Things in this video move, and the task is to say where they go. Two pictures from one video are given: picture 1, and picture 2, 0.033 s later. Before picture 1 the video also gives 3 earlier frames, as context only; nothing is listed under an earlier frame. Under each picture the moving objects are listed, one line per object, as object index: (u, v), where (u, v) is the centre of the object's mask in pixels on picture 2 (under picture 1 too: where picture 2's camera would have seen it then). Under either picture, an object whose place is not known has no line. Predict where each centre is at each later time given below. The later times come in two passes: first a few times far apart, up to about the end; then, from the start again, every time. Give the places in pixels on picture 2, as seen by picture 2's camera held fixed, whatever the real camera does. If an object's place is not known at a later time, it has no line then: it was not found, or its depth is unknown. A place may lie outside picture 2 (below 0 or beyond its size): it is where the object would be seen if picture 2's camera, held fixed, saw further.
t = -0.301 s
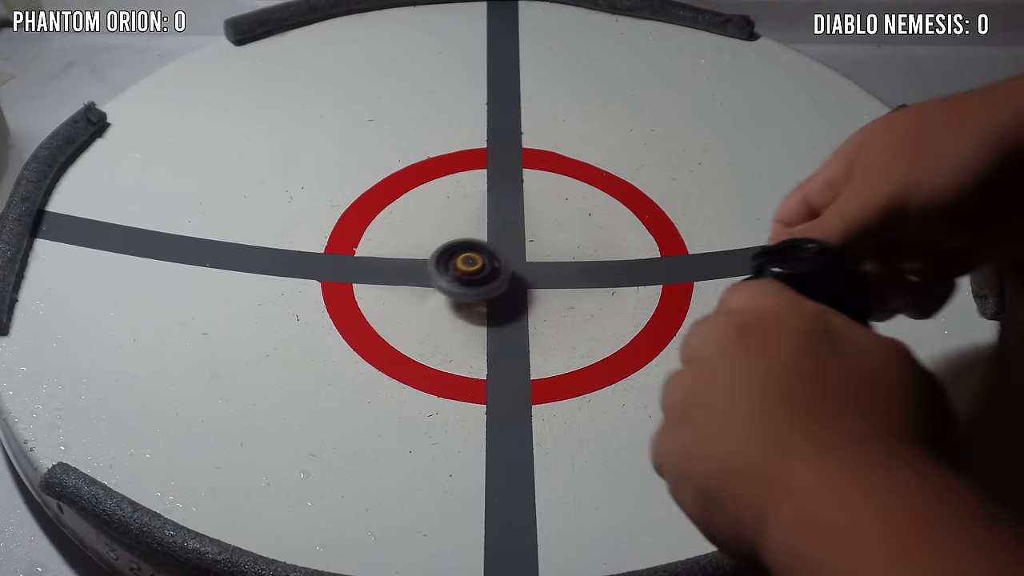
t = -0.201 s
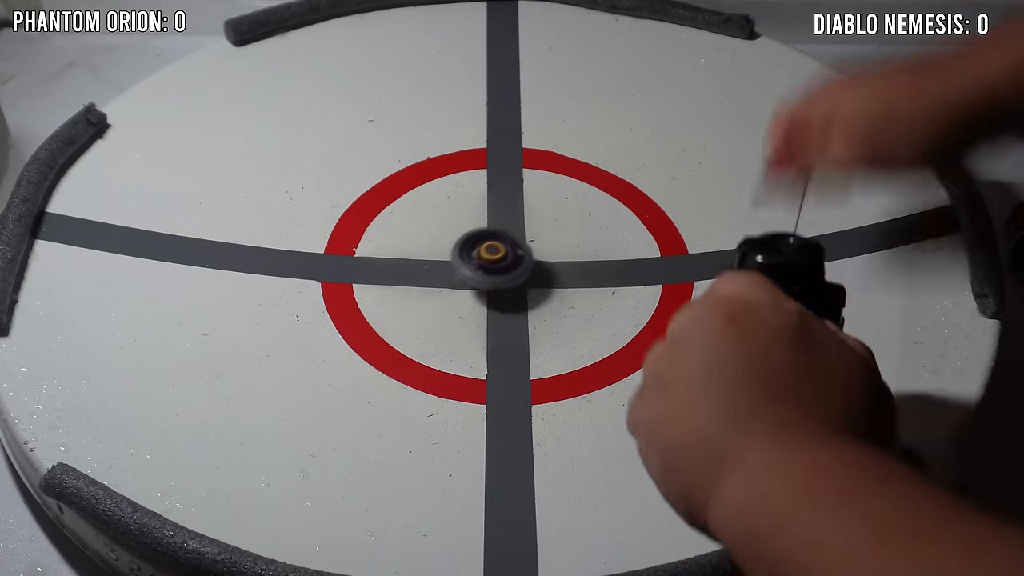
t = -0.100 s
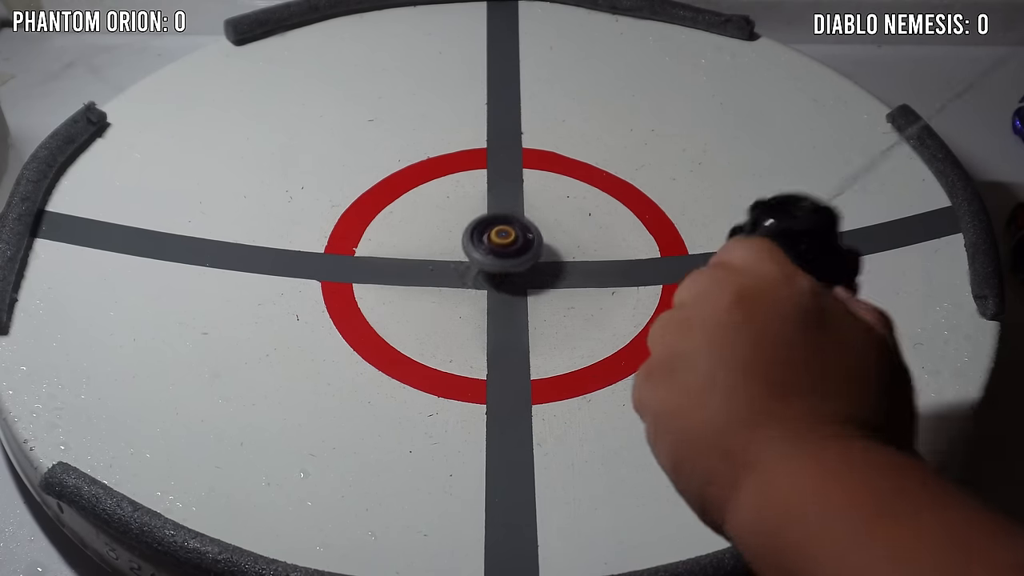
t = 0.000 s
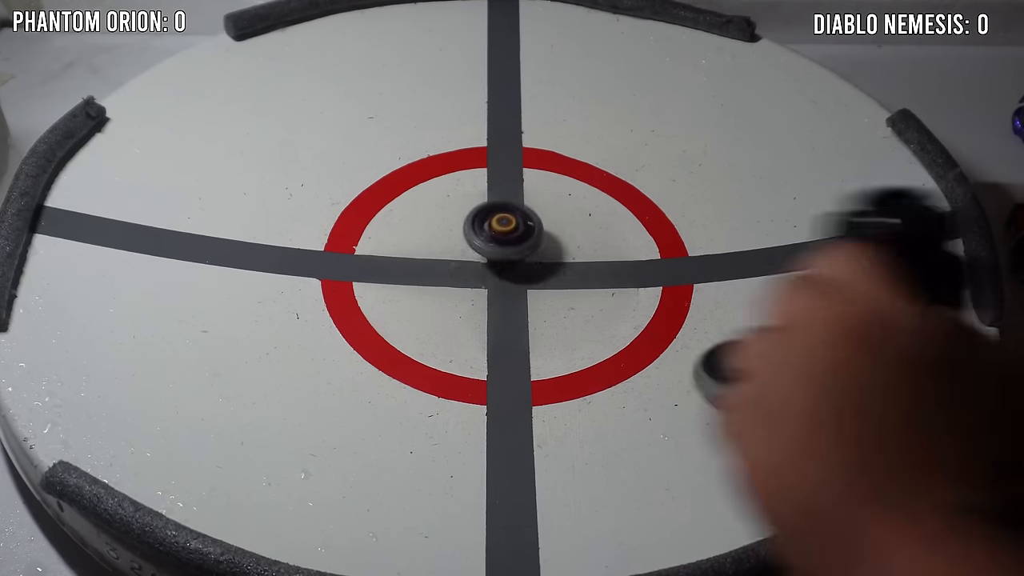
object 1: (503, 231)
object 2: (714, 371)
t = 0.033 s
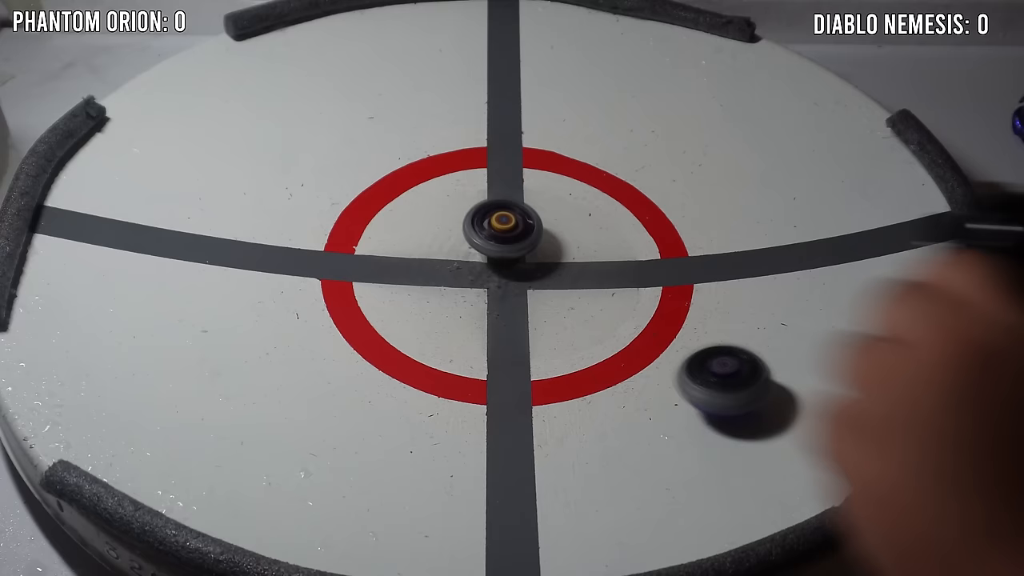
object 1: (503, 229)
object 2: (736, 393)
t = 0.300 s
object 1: (502, 203)
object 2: (503, 268)
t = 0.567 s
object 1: (506, 168)
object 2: (256, 249)
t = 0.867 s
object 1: (474, 167)
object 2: (52, 356)
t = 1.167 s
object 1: (473, 204)
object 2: (223, 461)
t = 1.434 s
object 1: (496, 226)
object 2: (549, 308)
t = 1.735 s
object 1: (383, 115)
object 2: (736, 194)
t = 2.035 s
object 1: (343, 177)
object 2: (599, 89)
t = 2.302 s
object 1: (354, 234)
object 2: (358, 72)
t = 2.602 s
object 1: (432, 274)
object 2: (227, 278)
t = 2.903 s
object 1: (528, 286)
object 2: (585, 429)
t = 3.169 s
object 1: (597, 269)
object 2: (845, 280)
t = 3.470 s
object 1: (615, 238)
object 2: (712, 83)
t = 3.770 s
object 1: (574, 224)
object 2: (391, 118)
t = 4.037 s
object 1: (538, 227)
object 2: (238, 317)
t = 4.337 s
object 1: (496, 239)
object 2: (491, 512)
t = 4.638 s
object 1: (476, 265)
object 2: (808, 357)
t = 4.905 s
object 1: (483, 284)
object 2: (696, 161)
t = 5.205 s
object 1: (487, 289)
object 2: (399, 106)
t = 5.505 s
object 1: (495, 279)
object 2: (119, 238)
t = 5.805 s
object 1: (496, 263)
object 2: (307, 463)
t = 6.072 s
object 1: (496, 254)
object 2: (669, 390)
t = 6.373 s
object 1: (491, 243)
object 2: (727, 164)
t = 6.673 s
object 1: (490, 233)
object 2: (504, 43)
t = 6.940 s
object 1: (493, 220)
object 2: (246, 139)
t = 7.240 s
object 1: (491, 220)
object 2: (292, 377)
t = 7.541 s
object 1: (491, 223)
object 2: (681, 431)
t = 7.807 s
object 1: (494, 224)
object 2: (848, 264)
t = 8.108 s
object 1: (503, 230)
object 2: (678, 110)
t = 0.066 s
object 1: (502, 227)
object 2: (717, 375)
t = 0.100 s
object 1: (502, 225)
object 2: (688, 361)
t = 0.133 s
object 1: (500, 222)
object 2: (663, 344)
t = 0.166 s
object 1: (499, 217)
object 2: (634, 328)
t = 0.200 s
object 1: (500, 213)
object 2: (603, 314)
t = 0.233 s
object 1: (501, 210)
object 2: (568, 296)
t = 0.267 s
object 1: (501, 209)
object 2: (532, 278)
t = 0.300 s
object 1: (502, 203)
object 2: (503, 268)
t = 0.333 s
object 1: (504, 197)
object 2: (469, 258)
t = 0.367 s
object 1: (505, 190)
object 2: (437, 251)
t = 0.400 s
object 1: (507, 185)
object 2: (408, 249)
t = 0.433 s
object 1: (508, 180)
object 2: (375, 243)
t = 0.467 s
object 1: (508, 177)
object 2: (348, 245)
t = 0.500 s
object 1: (508, 174)
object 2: (321, 248)
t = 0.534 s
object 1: (508, 171)
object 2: (287, 246)
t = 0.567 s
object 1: (506, 168)
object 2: (256, 249)
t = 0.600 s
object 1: (504, 164)
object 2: (229, 255)
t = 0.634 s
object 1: (501, 161)
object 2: (197, 261)
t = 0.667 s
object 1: (497, 159)
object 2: (167, 268)
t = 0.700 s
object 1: (494, 158)
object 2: (139, 277)
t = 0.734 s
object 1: (489, 158)
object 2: (114, 286)
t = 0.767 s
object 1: (484, 159)
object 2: (92, 296)
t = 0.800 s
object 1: (480, 161)
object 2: (79, 325)
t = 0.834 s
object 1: (476, 164)
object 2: (63, 340)
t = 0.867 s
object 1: (474, 167)
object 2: (52, 356)
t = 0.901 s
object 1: (473, 170)
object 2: (48, 374)
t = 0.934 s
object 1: (472, 173)
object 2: (48, 390)
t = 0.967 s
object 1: (472, 177)
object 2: (51, 404)
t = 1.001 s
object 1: (473, 181)
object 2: (58, 416)
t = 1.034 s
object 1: (473, 185)
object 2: (73, 427)
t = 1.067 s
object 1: (473, 191)
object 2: (99, 439)
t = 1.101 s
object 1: (473, 196)
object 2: (134, 450)
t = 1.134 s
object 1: (474, 201)
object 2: (175, 460)
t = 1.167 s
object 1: (473, 204)
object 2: (223, 461)
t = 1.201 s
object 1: (474, 207)
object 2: (274, 457)
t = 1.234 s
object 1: (476, 211)
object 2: (324, 446)
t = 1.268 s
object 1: (478, 215)
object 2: (374, 431)
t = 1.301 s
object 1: (481, 218)
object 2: (420, 411)
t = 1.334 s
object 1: (484, 220)
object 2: (464, 387)
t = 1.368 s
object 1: (487, 221)
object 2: (499, 362)
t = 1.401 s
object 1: (491, 224)
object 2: (527, 335)
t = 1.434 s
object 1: (496, 226)
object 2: (549, 308)
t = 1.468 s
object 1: (500, 228)
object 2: (568, 282)
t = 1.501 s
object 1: (481, 209)
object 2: (609, 276)
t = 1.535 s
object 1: (458, 184)
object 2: (646, 268)
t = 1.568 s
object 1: (439, 161)
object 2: (675, 257)
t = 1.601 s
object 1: (425, 146)
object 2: (700, 245)
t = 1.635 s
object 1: (412, 132)
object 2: (717, 233)
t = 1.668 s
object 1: (402, 123)
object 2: (730, 220)
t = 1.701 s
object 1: (392, 117)
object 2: (736, 207)
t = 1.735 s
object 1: (383, 115)
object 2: (736, 194)
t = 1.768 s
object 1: (375, 116)
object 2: (732, 181)
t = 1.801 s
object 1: (368, 120)
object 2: (726, 169)
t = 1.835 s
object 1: (362, 127)
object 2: (715, 156)
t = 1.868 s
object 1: (356, 134)
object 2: (702, 142)
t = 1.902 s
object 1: (352, 143)
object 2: (686, 131)
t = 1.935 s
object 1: (348, 152)
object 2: (668, 119)
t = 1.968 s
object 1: (346, 161)
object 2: (647, 108)
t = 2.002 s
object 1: (343, 169)
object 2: (624, 98)
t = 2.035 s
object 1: (343, 177)
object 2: (599, 89)
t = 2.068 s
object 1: (342, 185)
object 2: (574, 81)
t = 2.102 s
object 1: (342, 193)
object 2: (548, 73)
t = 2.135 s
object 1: (342, 200)
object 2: (520, 67)
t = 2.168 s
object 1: (342, 206)
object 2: (491, 63)
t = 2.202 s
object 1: (343, 213)
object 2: (460, 61)
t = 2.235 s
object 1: (346, 221)
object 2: (425, 61)
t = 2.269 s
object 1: (349, 227)
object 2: (391, 65)
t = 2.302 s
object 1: (354, 234)
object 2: (358, 72)
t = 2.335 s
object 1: (357, 240)
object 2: (326, 83)
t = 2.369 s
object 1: (362, 246)
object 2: (298, 97)
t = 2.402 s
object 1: (369, 252)
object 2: (273, 115)
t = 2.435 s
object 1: (378, 256)
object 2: (252, 136)
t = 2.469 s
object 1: (387, 261)
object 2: (234, 161)
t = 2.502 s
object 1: (399, 264)
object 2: (222, 186)
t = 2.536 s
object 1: (409, 268)
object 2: (216, 217)
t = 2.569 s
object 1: (420, 271)
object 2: (217, 247)
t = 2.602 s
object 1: (432, 274)
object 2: (227, 278)
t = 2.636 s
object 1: (445, 275)
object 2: (244, 309)
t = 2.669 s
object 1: (458, 279)
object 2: (269, 337)
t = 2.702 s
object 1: (470, 282)
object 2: (299, 363)
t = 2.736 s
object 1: (480, 284)
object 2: (339, 385)
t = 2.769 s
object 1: (490, 285)
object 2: (384, 404)
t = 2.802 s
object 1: (499, 286)
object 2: (435, 419)
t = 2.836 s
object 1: (508, 286)
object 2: (487, 428)
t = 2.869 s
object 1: (517, 287)
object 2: (536, 433)
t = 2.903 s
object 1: (528, 286)
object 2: (585, 429)
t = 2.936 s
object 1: (539, 285)
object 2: (631, 421)
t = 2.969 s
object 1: (550, 282)
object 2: (675, 411)
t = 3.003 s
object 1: (559, 280)
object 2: (717, 394)
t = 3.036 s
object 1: (566, 278)
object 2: (754, 375)
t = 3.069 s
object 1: (575, 277)
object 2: (784, 354)
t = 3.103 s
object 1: (581, 274)
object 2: (811, 330)
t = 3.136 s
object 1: (589, 272)
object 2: (832, 306)
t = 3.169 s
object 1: (597, 269)
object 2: (845, 280)
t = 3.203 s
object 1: (604, 267)
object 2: (855, 253)
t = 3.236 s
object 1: (610, 262)
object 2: (856, 225)
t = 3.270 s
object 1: (616, 258)
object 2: (850, 198)
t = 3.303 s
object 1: (620, 255)
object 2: (839, 174)
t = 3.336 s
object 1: (621, 251)
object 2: (822, 151)
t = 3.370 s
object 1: (621, 248)
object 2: (801, 130)
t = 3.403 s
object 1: (620, 244)
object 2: (774, 111)
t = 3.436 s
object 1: (618, 240)
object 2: (744, 95)
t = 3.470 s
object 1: (615, 238)
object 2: (712, 83)
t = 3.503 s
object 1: (608, 233)
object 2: (678, 74)
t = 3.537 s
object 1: (602, 230)
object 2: (643, 68)
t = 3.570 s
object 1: (597, 226)
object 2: (607, 66)
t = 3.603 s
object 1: (593, 224)
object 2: (570, 67)
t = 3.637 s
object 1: (590, 222)
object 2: (530, 72)
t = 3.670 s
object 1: (587, 222)
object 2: (493, 80)
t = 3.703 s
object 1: (583, 223)
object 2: (458, 91)
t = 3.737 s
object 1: (579, 224)
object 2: (424, 103)
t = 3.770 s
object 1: (574, 224)
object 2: (391, 118)
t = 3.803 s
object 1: (569, 225)
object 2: (359, 136)
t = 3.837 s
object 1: (564, 226)
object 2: (328, 157)
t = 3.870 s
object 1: (559, 226)
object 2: (302, 178)
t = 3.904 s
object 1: (554, 226)
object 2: (278, 202)
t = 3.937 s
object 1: (551, 226)
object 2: (259, 231)
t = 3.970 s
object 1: (547, 226)
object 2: (246, 258)
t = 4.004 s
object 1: (542, 226)
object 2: (239, 287)
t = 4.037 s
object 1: (538, 227)
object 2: (238, 317)
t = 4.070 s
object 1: (533, 228)
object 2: (242, 346)
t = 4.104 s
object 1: (526, 230)
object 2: (252, 376)
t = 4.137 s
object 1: (520, 229)
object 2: (270, 405)
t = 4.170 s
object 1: (516, 229)
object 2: (292, 432)
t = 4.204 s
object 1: (513, 231)
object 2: (321, 456)
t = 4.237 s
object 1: (509, 232)
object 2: (357, 478)
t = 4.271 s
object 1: (504, 234)
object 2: (397, 494)
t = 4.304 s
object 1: (500, 237)
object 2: (444, 506)
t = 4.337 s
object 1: (496, 239)
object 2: (491, 512)
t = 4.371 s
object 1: (493, 242)
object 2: (541, 513)
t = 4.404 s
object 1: (490, 244)
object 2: (589, 506)
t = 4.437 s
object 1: (487, 248)
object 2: (636, 496)
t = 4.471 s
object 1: (484, 251)
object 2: (680, 480)
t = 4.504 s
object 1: (482, 254)
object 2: (719, 459)
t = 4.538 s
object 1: (479, 257)
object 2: (752, 437)
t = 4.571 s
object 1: (478, 259)
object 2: (778, 412)
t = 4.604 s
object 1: (477, 262)
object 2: (796, 385)
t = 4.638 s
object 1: (476, 265)
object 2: (808, 357)
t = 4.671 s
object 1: (476, 267)
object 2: (811, 327)
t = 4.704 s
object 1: (477, 268)
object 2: (809, 297)
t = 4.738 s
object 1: (477, 270)
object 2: (802, 269)
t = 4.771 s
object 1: (477, 273)
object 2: (789, 242)
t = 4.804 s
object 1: (479, 276)
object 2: (768, 217)
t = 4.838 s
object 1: (481, 278)
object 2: (746, 195)
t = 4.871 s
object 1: (483, 281)
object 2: (722, 176)
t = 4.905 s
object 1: (483, 284)
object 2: (696, 161)
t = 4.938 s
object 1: (482, 286)
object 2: (667, 146)
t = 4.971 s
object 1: (482, 288)
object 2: (637, 134)
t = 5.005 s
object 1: (482, 289)
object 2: (605, 123)
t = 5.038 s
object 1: (482, 289)
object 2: (571, 114)
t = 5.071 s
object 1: (482, 289)
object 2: (535, 108)
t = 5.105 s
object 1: (483, 289)
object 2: (500, 105)
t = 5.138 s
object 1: (484, 289)
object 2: (466, 103)
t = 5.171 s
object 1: (485, 288)
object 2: (433, 104)
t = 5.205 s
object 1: (487, 289)
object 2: (399, 106)
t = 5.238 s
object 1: (488, 288)
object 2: (364, 111)
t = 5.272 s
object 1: (490, 289)
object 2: (328, 118)
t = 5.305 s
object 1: (493, 288)
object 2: (291, 127)
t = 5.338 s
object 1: (494, 288)
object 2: (255, 138)
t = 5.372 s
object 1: (494, 287)
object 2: (218, 152)
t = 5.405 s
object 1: (495, 286)
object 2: (186, 170)
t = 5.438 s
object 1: (494, 284)
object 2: (159, 189)
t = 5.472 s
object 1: (494, 281)
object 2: (136, 213)
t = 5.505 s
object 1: (495, 279)
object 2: (119, 238)
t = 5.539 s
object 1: (494, 277)
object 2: (108, 266)
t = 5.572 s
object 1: (495, 274)
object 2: (104, 294)
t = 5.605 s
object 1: (496, 272)
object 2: (109, 323)
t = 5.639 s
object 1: (496, 271)
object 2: (122, 351)
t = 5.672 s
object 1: (496, 269)
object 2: (145, 379)
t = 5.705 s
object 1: (496, 268)
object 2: (176, 406)
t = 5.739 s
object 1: (496, 266)
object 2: (212, 429)
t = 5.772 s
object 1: (496, 265)
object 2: (258, 449)
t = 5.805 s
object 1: (496, 263)
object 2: (307, 463)
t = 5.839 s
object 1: (495, 262)
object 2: (360, 471)
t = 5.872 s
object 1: (495, 262)
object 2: (412, 473)
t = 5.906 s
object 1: (494, 261)
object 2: (467, 471)
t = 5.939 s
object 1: (494, 259)
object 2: (514, 461)
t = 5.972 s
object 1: (496, 257)
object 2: (557, 448)
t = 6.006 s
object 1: (497, 256)
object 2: (599, 431)
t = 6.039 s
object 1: (497, 255)
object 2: (636, 412)
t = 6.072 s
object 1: (496, 254)
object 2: (669, 390)
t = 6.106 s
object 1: (495, 252)
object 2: (696, 366)
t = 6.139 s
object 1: (495, 251)
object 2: (717, 341)
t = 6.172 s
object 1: (494, 250)
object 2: (732, 316)
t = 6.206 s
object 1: (493, 249)
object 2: (743, 291)
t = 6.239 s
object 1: (492, 247)
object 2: (749, 266)
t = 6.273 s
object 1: (491, 246)
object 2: (749, 239)
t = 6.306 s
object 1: (491, 244)
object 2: (745, 212)
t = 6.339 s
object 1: (491, 243)
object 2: (737, 187)
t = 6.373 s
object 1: (491, 243)
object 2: (727, 164)
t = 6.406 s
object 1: (491, 242)
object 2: (713, 142)
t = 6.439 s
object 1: (491, 242)
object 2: (697, 124)
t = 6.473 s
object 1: (491, 241)
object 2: (676, 106)
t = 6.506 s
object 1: (492, 239)
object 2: (654, 90)
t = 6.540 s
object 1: (493, 238)
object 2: (628, 75)
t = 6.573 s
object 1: (493, 237)
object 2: (600, 63)
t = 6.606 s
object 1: (492, 236)
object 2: (569, 54)
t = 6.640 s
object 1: (490, 235)
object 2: (535, 47)
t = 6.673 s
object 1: (490, 233)
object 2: (504, 43)
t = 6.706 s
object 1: (491, 231)
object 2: (469, 44)
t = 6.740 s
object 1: (492, 230)
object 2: (433, 48)
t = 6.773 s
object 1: (494, 228)
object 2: (397, 55)
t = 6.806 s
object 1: (497, 227)
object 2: (362, 66)
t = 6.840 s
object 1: (498, 225)
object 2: (329, 80)
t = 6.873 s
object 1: (498, 223)
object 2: (298, 96)
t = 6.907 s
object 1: (495, 221)
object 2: (270, 116)
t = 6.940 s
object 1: (493, 220)
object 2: (246, 139)
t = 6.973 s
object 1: (491, 218)
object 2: (226, 164)
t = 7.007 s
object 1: (490, 218)
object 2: (211, 191)
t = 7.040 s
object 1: (490, 217)
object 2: (204, 220)
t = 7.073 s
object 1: (490, 217)
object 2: (203, 247)
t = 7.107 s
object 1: (490, 217)
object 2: (210, 278)
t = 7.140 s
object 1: (490, 218)
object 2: (223, 305)
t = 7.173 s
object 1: (491, 219)
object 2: (242, 333)
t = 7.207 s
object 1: (491, 220)
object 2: (265, 356)
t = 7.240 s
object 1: (491, 220)
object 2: (292, 377)
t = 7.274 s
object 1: (492, 219)
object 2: (324, 397)
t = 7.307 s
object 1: (492, 219)
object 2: (358, 413)
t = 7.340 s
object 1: (491, 218)
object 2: (399, 428)
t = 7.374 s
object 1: (492, 218)
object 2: (443, 439)
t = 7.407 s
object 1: (492, 218)
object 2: (490, 447)
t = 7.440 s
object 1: (492, 220)
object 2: (539, 450)
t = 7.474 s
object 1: (491, 221)
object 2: (589, 447)
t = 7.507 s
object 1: (491, 222)
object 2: (639, 441)
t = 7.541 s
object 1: (491, 223)
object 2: (681, 431)
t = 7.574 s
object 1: (491, 223)
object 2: (722, 417)
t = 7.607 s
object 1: (492, 224)
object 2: (753, 401)
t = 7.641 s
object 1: (492, 224)
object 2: (783, 381)
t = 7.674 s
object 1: (493, 224)
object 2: (807, 359)
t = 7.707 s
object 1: (493, 224)
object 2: (826, 336)
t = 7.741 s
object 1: (493, 224)
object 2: (839, 312)
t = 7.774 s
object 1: (494, 224)
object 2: (847, 288)
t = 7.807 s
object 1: (494, 224)
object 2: (848, 264)
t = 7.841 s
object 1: (497, 225)
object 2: (844, 239)
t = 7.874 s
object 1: (499, 226)
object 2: (836, 216)
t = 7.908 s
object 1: (500, 226)
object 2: (823, 194)
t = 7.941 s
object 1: (500, 227)
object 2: (807, 174)
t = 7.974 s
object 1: (500, 227)
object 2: (787, 157)
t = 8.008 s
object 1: (501, 228)
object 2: (764, 143)
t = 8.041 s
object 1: (501, 228)
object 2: (738, 129)
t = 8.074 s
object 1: (502, 228)
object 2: (710, 118)
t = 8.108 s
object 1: (503, 230)
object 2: (678, 110)
